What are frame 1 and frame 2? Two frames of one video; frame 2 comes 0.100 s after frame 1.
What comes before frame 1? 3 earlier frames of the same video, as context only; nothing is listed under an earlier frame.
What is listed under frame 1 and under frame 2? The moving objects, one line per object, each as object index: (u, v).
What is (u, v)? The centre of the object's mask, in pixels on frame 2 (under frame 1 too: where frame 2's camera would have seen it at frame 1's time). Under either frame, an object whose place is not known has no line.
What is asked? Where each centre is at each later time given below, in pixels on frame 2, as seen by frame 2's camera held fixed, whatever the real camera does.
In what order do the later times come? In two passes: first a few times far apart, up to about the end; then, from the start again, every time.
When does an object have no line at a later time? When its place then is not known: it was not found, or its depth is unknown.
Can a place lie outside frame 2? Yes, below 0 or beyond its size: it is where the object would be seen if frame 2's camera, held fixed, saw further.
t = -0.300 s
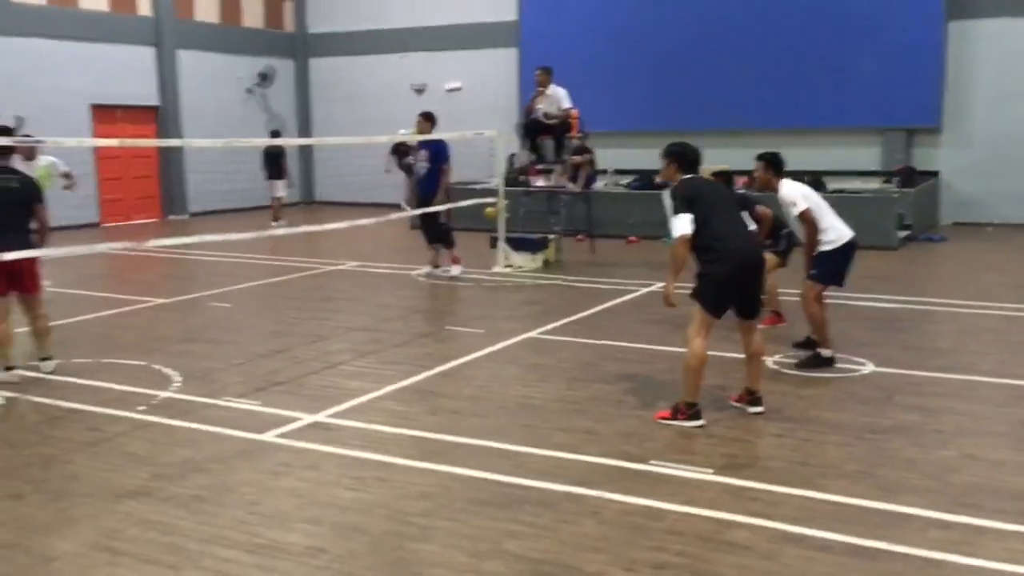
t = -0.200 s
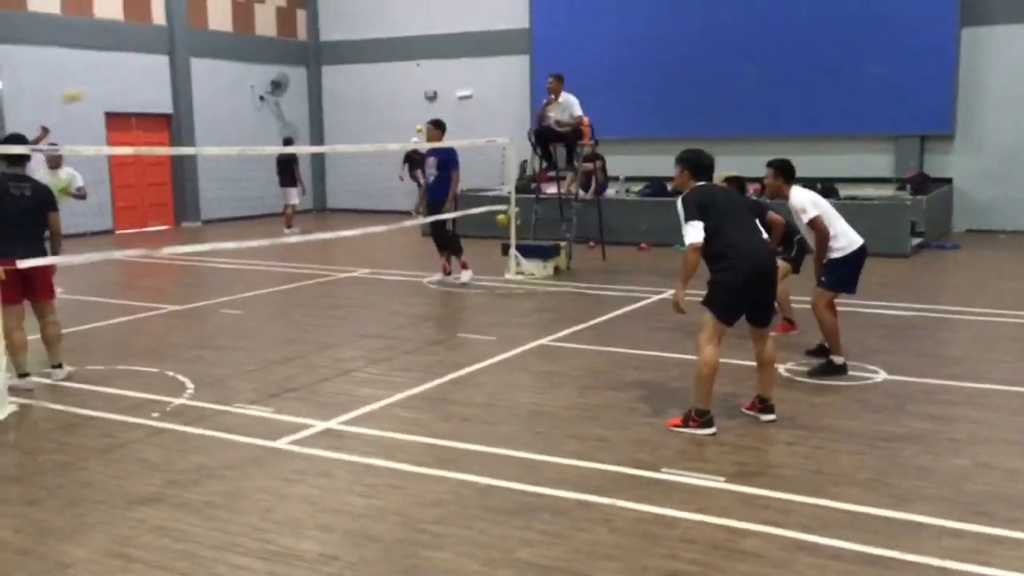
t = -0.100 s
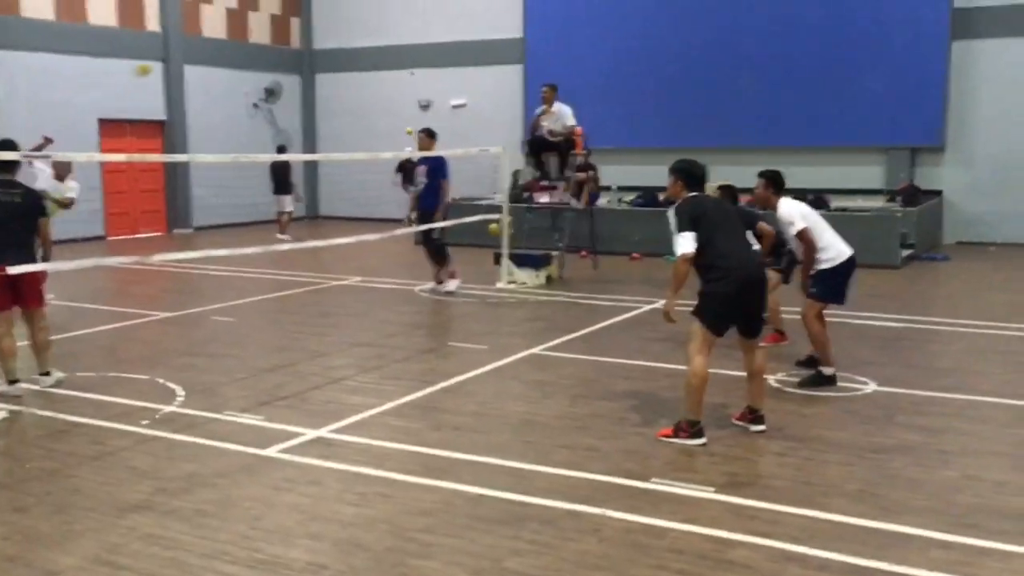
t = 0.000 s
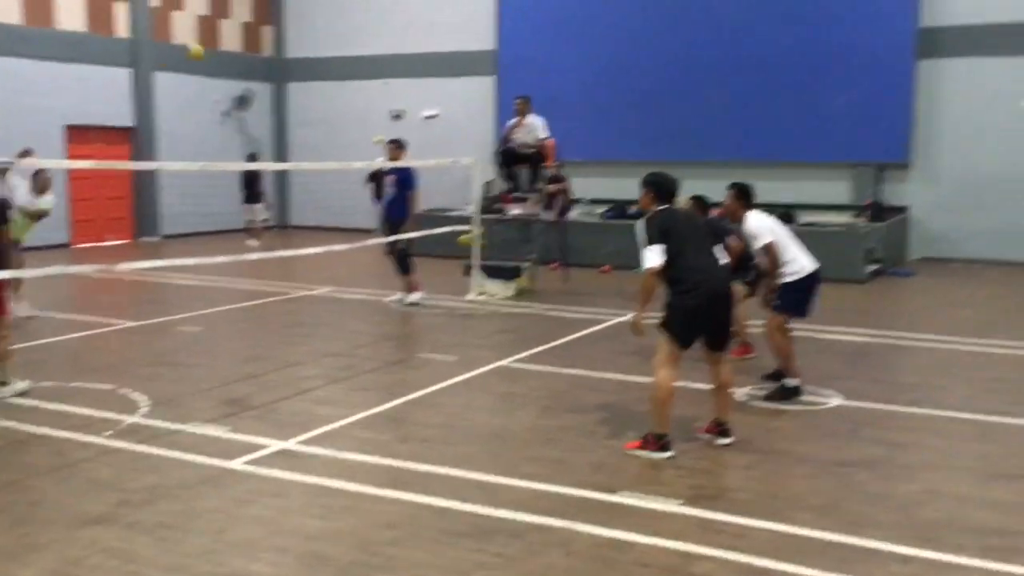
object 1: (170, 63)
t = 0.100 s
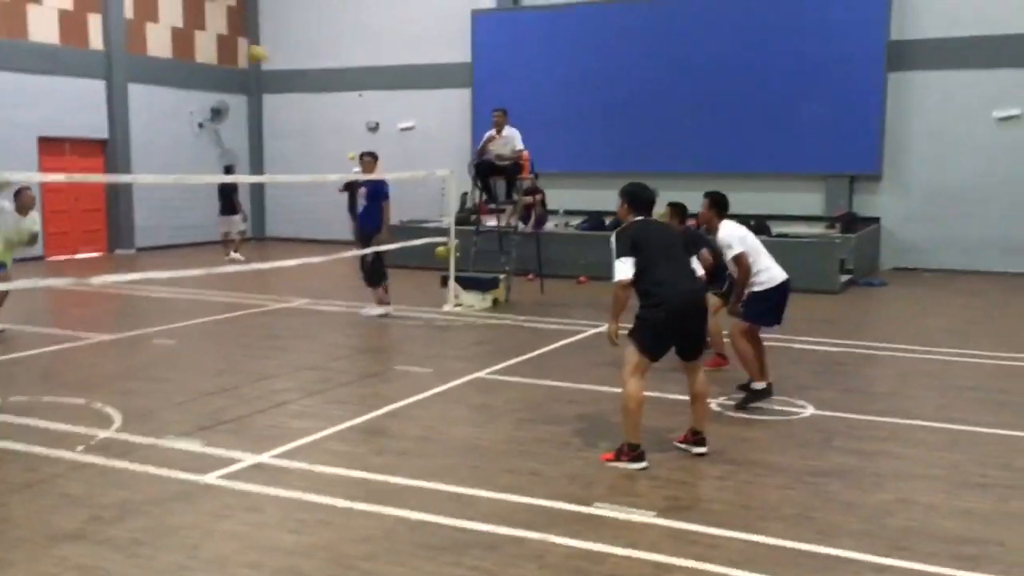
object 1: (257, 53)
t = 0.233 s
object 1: (376, 58)
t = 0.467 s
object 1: (595, 114)
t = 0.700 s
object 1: (824, 243)
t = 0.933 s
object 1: (1049, 337)
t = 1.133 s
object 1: (1233, 253)
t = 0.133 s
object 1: (287, 52)
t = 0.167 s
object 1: (316, 52)
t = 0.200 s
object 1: (346, 54)
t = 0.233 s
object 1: (376, 58)
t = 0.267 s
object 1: (406, 61)
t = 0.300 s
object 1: (438, 67)
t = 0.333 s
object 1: (468, 74)
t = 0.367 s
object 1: (500, 81)
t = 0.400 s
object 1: (532, 90)
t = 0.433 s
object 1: (563, 101)
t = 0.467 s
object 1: (595, 114)
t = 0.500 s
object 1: (627, 127)
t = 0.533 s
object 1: (659, 143)
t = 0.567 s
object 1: (692, 160)
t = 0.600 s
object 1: (724, 178)
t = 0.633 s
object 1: (756, 199)
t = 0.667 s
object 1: (790, 221)
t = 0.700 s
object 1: (824, 243)
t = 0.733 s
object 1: (855, 267)
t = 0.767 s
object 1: (888, 293)
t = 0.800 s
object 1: (922, 320)
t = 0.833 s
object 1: (955, 347)
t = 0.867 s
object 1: (990, 376)
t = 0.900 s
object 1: (1022, 355)
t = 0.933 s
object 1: (1049, 337)
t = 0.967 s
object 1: (1077, 320)
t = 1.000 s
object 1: (1108, 304)
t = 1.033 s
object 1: (1138, 289)
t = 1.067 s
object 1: (1169, 276)
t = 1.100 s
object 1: (1201, 264)
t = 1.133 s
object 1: (1233, 253)
